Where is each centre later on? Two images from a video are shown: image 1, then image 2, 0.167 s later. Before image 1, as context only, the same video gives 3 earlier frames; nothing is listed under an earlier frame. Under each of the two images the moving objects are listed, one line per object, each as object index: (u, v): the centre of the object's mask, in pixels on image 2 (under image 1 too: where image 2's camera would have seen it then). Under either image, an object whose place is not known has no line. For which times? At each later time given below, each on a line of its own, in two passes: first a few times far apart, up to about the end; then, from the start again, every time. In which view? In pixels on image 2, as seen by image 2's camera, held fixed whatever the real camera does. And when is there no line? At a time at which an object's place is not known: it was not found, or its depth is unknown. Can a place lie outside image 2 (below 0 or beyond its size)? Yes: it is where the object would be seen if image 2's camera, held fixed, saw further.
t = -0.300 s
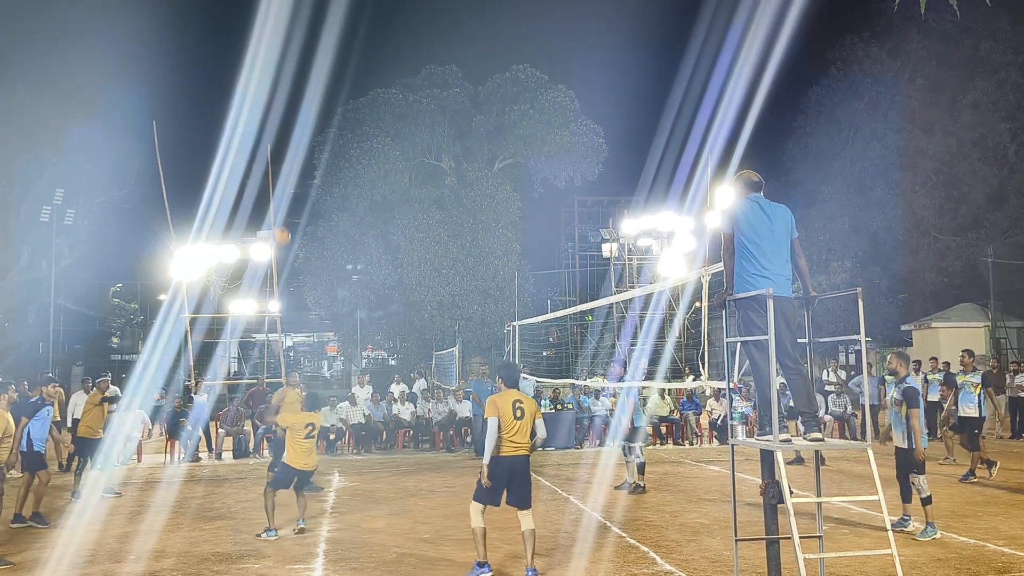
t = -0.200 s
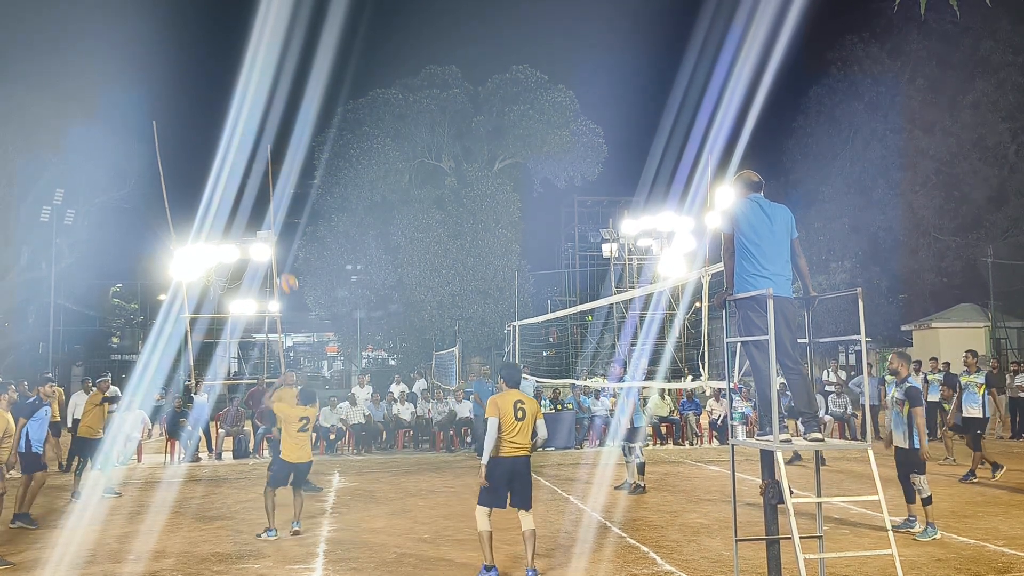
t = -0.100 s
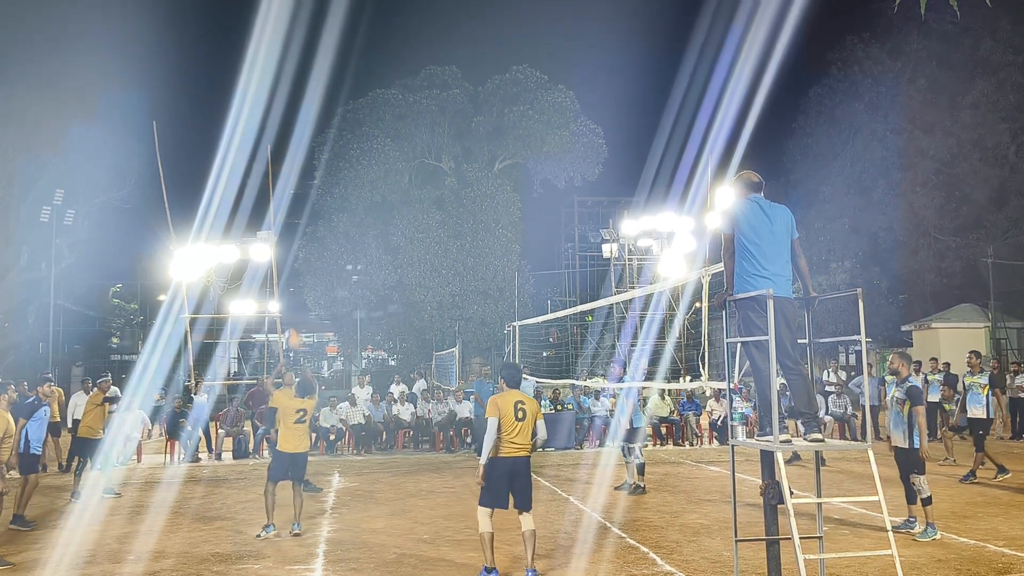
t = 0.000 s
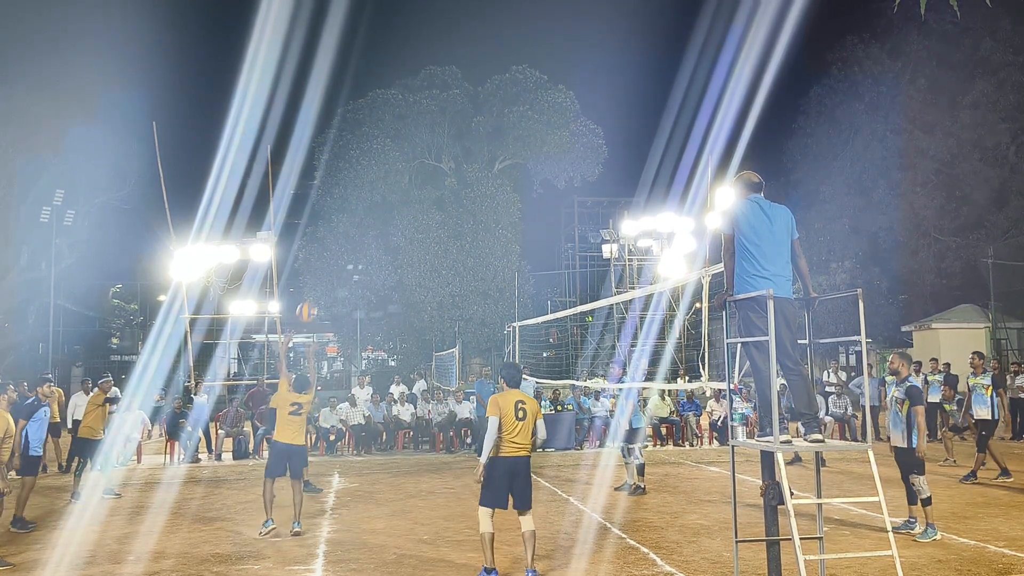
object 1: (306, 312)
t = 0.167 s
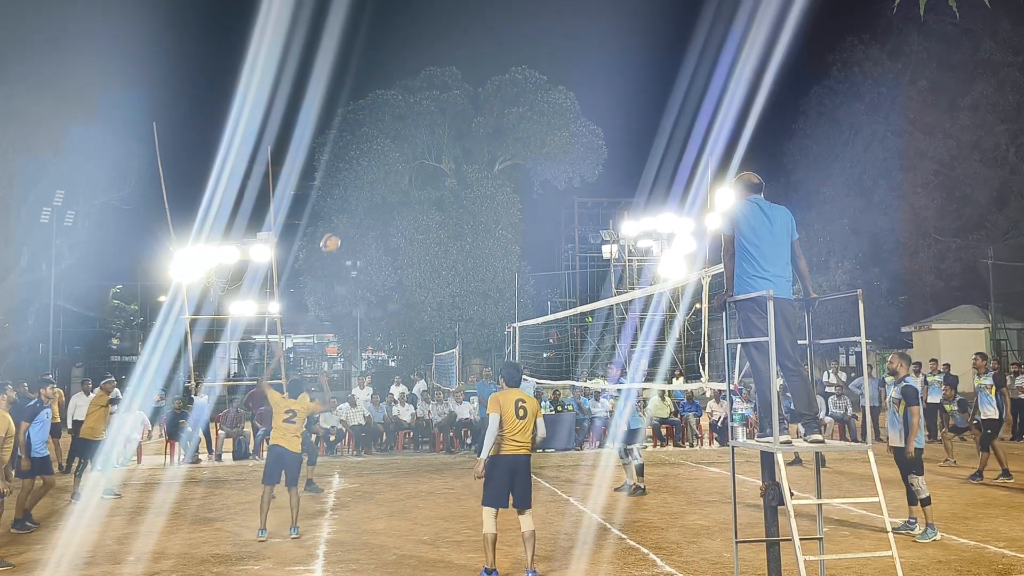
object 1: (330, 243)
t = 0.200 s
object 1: (334, 232)
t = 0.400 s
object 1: (359, 190)
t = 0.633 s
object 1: (386, 184)
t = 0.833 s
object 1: (407, 211)
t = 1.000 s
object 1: (424, 255)
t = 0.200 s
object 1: (334, 232)
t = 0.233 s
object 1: (339, 222)
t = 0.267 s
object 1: (343, 214)
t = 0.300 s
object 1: (347, 207)
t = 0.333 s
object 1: (351, 200)
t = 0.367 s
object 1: (356, 194)
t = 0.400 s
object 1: (359, 190)
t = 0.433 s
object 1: (363, 187)
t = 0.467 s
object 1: (367, 184)
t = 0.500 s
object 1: (371, 183)
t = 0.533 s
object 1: (375, 181)
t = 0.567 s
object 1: (378, 181)
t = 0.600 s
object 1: (382, 182)
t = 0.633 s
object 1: (386, 184)
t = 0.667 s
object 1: (389, 187)
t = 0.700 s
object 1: (393, 190)
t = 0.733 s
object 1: (397, 195)
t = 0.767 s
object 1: (400, 199)
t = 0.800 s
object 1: (403, 205)
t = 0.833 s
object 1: (407, 211)
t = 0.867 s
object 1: (410, 219)
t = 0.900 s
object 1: (414, 227)
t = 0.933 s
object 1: (417, 236)
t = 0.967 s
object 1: (421, 245)
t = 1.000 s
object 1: (424, 255)
